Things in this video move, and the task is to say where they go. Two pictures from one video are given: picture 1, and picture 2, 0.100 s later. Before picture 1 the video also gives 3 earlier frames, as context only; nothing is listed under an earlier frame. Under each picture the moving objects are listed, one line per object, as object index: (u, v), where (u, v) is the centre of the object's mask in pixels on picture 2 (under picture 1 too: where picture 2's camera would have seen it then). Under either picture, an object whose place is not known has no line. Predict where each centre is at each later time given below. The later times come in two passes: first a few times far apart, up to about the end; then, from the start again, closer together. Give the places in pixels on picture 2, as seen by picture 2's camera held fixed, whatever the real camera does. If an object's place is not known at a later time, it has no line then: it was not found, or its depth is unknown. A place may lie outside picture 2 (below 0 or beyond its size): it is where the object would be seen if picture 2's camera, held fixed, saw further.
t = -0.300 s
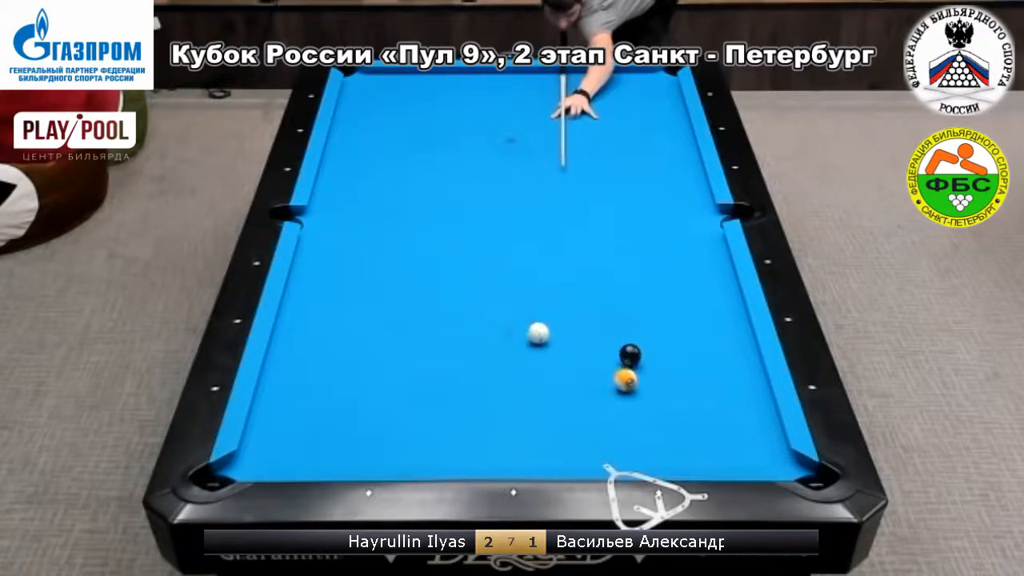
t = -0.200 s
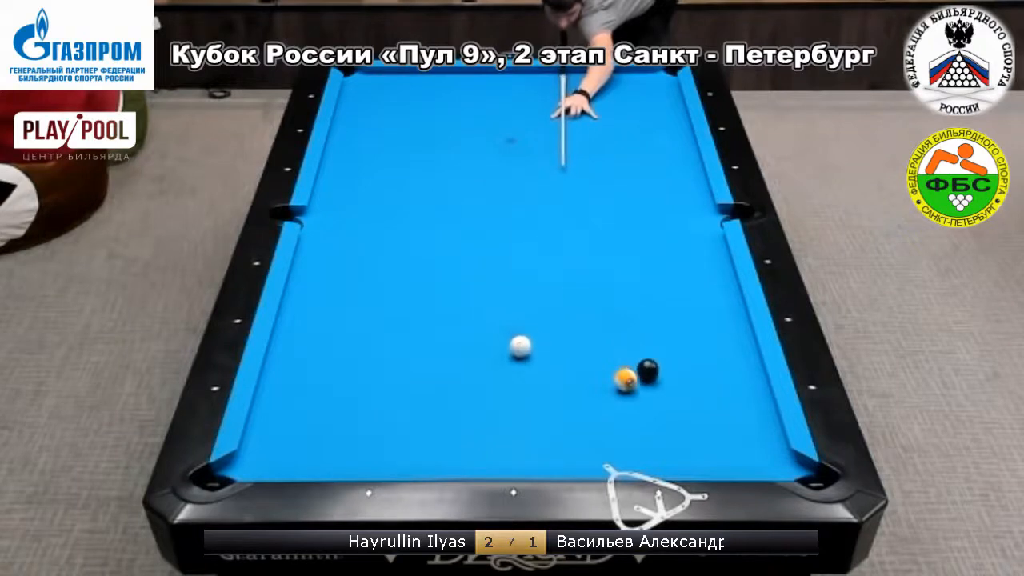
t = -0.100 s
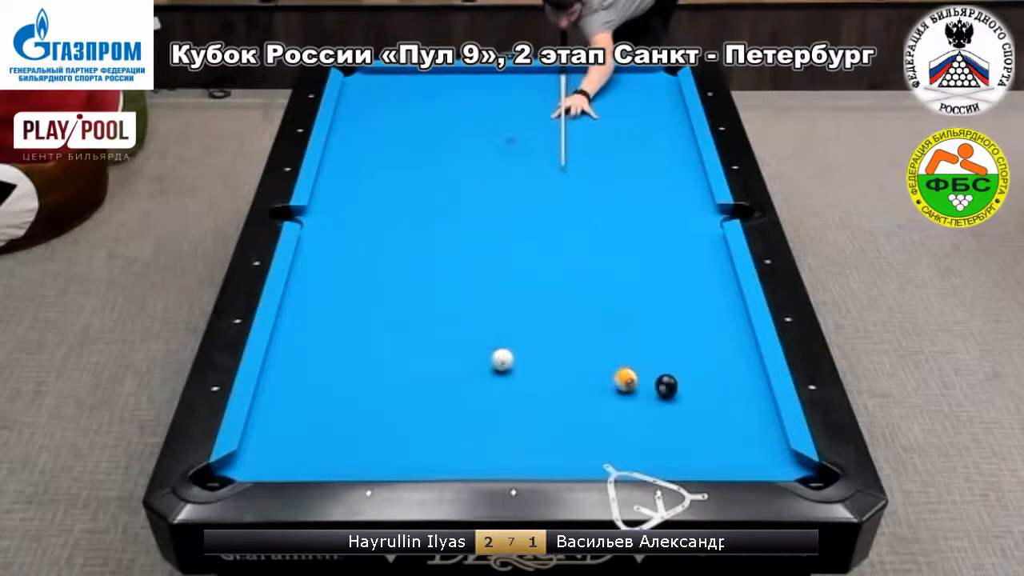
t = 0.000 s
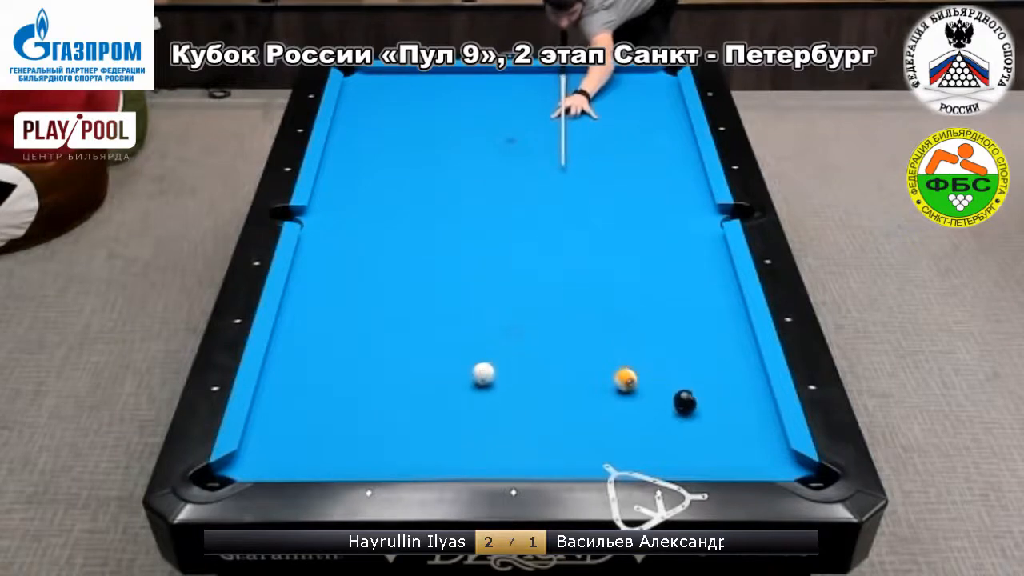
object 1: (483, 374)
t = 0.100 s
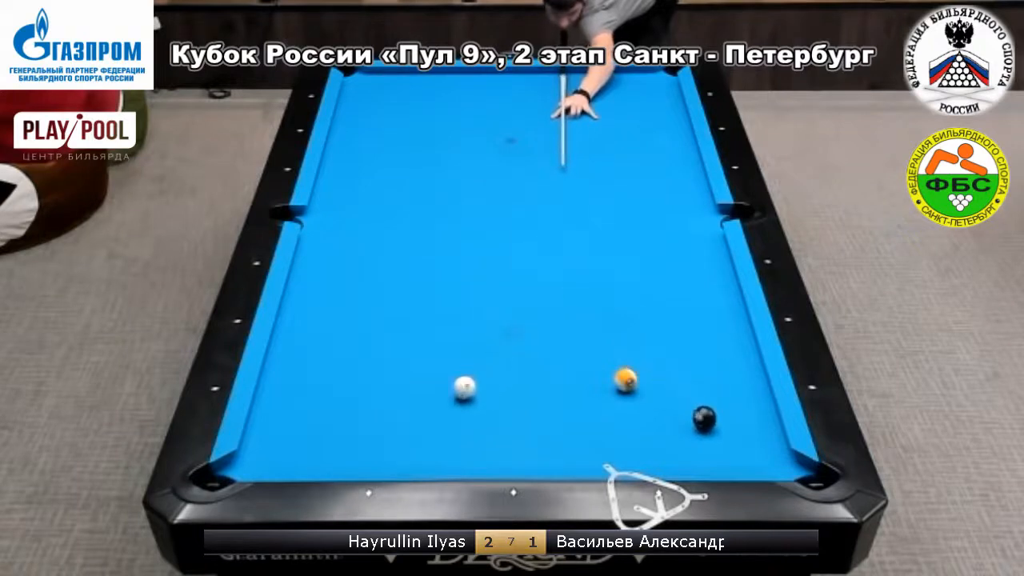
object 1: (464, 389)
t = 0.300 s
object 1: (425, 417)
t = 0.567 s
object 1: (371, 456)
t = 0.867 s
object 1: (333, 443)
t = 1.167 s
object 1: (303, 419)
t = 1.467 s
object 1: (277, 399)
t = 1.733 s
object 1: (274, 383)
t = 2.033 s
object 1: (293, 368)
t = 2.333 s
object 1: (311, 356)
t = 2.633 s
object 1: (326, 345)
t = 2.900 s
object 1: (338, 337)
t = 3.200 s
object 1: (350, 329)
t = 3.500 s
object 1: (361, 323)
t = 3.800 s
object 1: (369, 318)
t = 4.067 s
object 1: (375, 315)
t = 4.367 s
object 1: (380, 312)
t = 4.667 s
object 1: (382, 310)
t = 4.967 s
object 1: (384, 309)
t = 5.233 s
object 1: (384, 309)
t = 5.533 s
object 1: (384, 309)
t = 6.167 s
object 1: (384, 308)
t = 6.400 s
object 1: (384, 308)
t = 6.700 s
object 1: (384, 308)
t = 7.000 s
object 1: (384, 309)
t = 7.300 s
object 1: (384, 309)
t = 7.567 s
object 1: (384, 309)
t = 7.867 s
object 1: (384, 309)
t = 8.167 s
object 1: (384, 309)
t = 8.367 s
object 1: (384, 309)
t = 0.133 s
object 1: (458, 393)
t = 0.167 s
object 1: (452, 398)
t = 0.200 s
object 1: (445, 403)
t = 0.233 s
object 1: (438, 408)
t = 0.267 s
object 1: (432, 412)
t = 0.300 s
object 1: (425, 417)
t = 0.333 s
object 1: (418, 422)
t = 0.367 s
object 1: (412, 428)
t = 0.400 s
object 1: (405, 432)
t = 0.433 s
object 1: (398, 438)
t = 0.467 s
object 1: (391, 443)
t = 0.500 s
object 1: (384, 448)
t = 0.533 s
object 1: (377, 453)
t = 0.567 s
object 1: (371, 456)
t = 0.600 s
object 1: (363, 459)
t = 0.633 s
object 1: (359, 459)
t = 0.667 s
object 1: (355, 457)
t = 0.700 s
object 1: (351, 455)
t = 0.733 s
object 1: (347, 454)
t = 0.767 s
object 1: (343, 451)
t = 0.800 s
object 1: (340, 448)
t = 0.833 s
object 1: (336, 445)
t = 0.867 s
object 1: (333, 443)
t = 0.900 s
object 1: (329, 440)
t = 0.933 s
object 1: (326, 437)
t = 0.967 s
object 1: (323, 435)
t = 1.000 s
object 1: (319, 432)
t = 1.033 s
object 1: (316, 430)
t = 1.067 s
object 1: (313, 427)
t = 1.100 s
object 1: (309, 425)
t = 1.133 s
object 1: (306, 422)
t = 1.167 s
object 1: (303, 419)
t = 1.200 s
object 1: (300, 417)
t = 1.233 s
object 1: (297, 415)
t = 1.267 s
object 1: (295, 412)
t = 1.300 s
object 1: (292, 410)
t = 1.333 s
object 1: (289, 408)
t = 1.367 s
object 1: (286, 406)
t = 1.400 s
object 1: (283, 403)
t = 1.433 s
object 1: (280, 401)
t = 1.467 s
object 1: (277, 399)
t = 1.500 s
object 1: (275, 397)
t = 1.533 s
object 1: (272, 394)
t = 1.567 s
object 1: (269, 392)
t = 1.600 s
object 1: (267, 390)
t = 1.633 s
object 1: (267, 388)
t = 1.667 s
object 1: (269, 387)
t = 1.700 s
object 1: (272, 385)
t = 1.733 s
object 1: (274, 383)
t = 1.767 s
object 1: (276, 381)
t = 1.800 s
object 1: (279, 379)
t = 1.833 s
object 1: (281, 378)
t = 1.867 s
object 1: (283, 376)
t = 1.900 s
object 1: (285, 375)
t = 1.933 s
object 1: (287, 373)
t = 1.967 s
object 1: (290, 371)
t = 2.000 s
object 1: (292, 370)
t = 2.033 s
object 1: (293, 368)
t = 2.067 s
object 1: (296, 367)
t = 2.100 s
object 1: (298, 366)
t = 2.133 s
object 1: (300, 364)
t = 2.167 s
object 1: (302, 363)
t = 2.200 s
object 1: (304, 361)
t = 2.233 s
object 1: (305, 360)
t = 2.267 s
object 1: (307, 359)
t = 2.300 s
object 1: (309, 357)
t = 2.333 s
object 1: (311, 356)
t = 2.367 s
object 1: (313, 355)
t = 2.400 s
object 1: (315, 353)
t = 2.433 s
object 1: (316, 352)
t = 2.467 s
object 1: (318, 351)
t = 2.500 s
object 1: (320, 350)
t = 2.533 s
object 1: (321, 349)
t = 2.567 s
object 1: (323, 348)
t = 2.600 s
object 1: (325, 347)
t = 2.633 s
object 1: (326, 345)
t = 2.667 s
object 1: (328, 344)
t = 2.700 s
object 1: (329, 343)
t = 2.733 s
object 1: (331, 342)
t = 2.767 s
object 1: (332, 341)
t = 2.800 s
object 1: (334, 340)
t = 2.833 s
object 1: (335, 339)
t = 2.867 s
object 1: (337, 338)
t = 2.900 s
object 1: (338, 337)
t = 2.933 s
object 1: (340, 336)
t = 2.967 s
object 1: (341, 335)
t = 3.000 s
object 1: (343, 334)
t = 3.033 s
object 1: (344, 333)
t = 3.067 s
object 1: (345, 333)
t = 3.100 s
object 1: (347, 332)
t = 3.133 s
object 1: (348, 331)
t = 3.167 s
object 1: (349, 330)
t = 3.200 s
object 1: (350, 329)
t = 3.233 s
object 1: (352, 329)
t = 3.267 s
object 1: (353, 328)
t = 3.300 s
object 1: (354, 327)
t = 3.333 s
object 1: (355, 327)
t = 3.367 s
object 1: (356, 326)
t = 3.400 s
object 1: (358, 325)
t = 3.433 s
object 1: (358, 324)
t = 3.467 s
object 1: (360, 324)
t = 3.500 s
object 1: (361, 323)
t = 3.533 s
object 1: (362, 322)
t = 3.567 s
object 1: (363, 322)
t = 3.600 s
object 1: (364, 321)
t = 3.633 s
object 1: (364, 321)
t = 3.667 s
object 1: (366, 320)
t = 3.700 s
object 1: (366, 320)
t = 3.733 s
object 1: (367, 319)
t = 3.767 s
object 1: (368, 319)
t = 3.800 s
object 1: (369, 318)
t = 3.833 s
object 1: (370, 318)
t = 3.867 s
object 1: (371, 318)
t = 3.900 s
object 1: (372, 317)
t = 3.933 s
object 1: (372, 316)
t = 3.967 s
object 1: (373, 316)
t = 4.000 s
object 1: (374, 316)
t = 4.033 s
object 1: (375, 315)
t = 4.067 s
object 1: (375, 315)
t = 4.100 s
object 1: (376, 314)
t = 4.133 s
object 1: (376, 314)
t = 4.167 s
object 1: (377, 314)
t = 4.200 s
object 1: (377, 313)
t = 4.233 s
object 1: (378, 313)
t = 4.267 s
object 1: (378, 313)
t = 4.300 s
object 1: (379, 312)
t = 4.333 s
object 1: (379, 312)
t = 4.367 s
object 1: (380, 312)
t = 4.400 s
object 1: (380, 311)
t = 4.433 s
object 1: (380, 311)
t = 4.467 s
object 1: (381, 311)
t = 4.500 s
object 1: (381, 311)
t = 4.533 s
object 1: (381, 310)
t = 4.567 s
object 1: (382, 310)
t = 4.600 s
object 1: (382, 310)
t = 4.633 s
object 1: (382, 310)
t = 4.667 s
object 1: (382, 310)
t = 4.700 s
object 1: (383, 310)
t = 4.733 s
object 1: (383, 310)
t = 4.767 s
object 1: (383, 310)
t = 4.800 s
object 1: (383, 309)
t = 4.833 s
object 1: (383, 310)
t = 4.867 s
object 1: (384, 309)
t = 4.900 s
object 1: (384, 309)
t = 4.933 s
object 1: (384, 309)
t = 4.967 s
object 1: (384, 309)
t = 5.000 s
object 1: (384, 309)
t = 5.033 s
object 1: (384, 309)
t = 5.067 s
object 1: (384, 309)
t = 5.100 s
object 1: (384, 309)
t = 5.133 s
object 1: (384, 309)
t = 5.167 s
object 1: (384, 309)
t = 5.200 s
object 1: (384, 309)
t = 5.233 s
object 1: (384, 309)
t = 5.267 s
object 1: (384, 309)
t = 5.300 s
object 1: (384, 309)
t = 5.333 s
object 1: (384, 309)
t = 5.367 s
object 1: (384, 309)
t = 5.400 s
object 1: (384, 309)
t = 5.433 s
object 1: (384, 309)
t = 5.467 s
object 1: (384, 309)
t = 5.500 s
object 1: (384, 309)
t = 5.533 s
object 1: (384, 309)
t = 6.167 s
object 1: (384, 308)
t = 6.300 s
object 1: (384, 308)
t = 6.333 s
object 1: (384, 308)
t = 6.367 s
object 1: (384, 308)
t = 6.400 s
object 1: (384, 308)
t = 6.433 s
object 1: (384, 308)
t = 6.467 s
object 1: (384, 308)
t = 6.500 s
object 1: (384, 308)
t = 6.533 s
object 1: (384, 308)
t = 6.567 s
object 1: (384, 309)
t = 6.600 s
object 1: (384, 308)
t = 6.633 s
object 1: (384, 308)
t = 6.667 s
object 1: (384, 308)
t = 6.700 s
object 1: (384, 308)
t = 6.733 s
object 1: (384, 309)
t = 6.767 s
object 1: (384, 309)
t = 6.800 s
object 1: (384, 309)
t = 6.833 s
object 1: (384, 308)
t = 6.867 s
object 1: (384, 308)
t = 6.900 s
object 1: (384, 309)
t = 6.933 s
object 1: (384, 308)
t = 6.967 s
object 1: (384, 309)
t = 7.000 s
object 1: (384, 309)
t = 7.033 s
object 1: (384, 309)
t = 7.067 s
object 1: (384, 309)
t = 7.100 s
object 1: (384, 309)
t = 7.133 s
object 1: (384, 309)
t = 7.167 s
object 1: (384, 309)
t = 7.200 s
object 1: (384, 309)
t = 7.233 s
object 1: (384, 309)
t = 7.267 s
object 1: (384, 309)
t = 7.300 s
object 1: (384, 309)
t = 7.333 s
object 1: (384, 309)
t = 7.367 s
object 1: (384, 309)
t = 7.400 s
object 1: (384, 309)
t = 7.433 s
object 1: (384, 309)
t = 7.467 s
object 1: (384, 309)
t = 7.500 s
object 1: (384, 309)
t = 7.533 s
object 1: (384, 309)
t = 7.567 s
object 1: (384, 309)
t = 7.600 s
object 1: (384, 309)
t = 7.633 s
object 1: (384, 309)
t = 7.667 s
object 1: (384, 309)
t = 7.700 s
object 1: (384, 309)
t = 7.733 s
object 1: (384, 309)
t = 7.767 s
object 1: (384, 309)
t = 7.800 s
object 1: (384, 309)
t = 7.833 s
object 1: (384, 309)
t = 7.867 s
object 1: (384, 309)
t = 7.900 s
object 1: (384, 309)
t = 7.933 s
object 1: (384, 309)
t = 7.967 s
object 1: (384, 309)
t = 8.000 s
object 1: (384, 309)
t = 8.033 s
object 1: (384, 309)
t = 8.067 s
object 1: (384, 309)
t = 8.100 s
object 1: (384, 309)
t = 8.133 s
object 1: (384, 309)
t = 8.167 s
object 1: (384, 309)
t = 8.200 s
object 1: (384, 309)
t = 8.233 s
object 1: (384, 309)
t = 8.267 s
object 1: (384, 309)
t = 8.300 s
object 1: (384, 309)
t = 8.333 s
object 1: (384, 309)
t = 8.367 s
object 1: (384, 309)
